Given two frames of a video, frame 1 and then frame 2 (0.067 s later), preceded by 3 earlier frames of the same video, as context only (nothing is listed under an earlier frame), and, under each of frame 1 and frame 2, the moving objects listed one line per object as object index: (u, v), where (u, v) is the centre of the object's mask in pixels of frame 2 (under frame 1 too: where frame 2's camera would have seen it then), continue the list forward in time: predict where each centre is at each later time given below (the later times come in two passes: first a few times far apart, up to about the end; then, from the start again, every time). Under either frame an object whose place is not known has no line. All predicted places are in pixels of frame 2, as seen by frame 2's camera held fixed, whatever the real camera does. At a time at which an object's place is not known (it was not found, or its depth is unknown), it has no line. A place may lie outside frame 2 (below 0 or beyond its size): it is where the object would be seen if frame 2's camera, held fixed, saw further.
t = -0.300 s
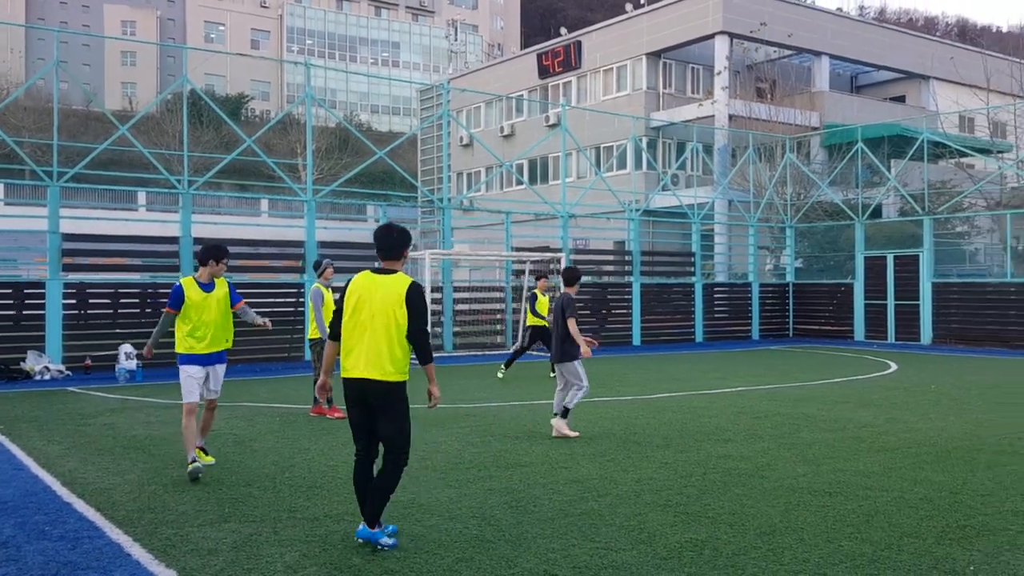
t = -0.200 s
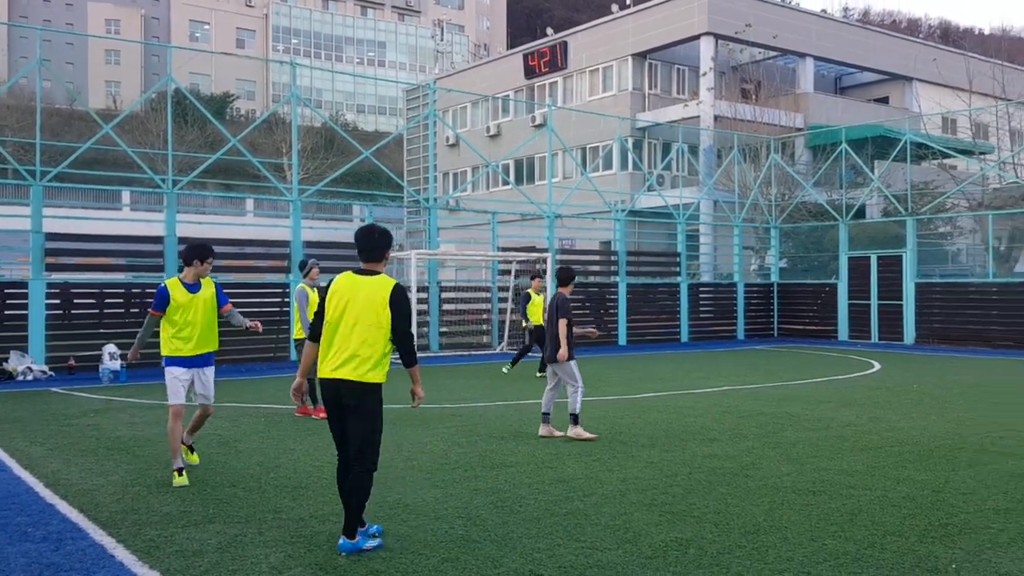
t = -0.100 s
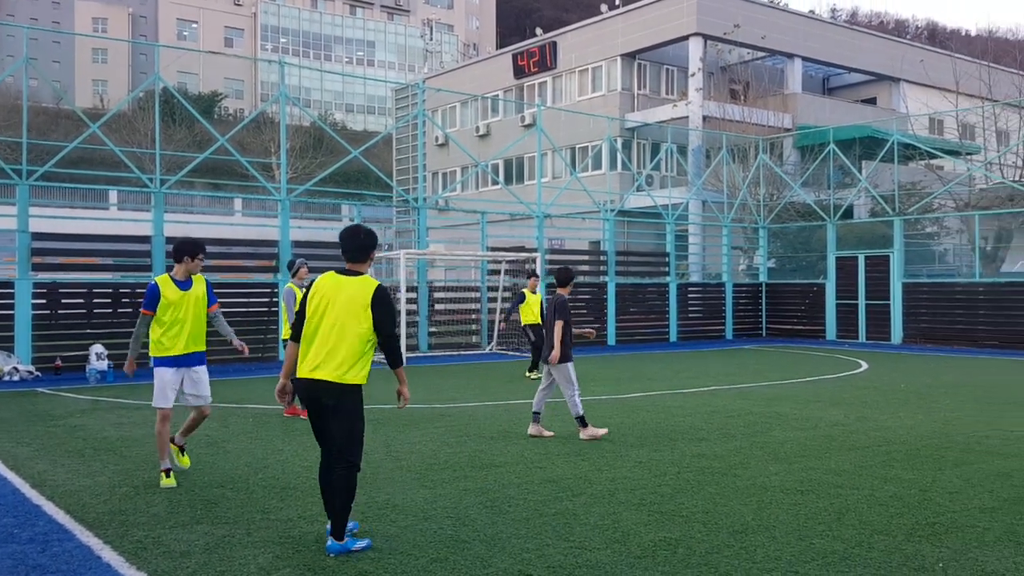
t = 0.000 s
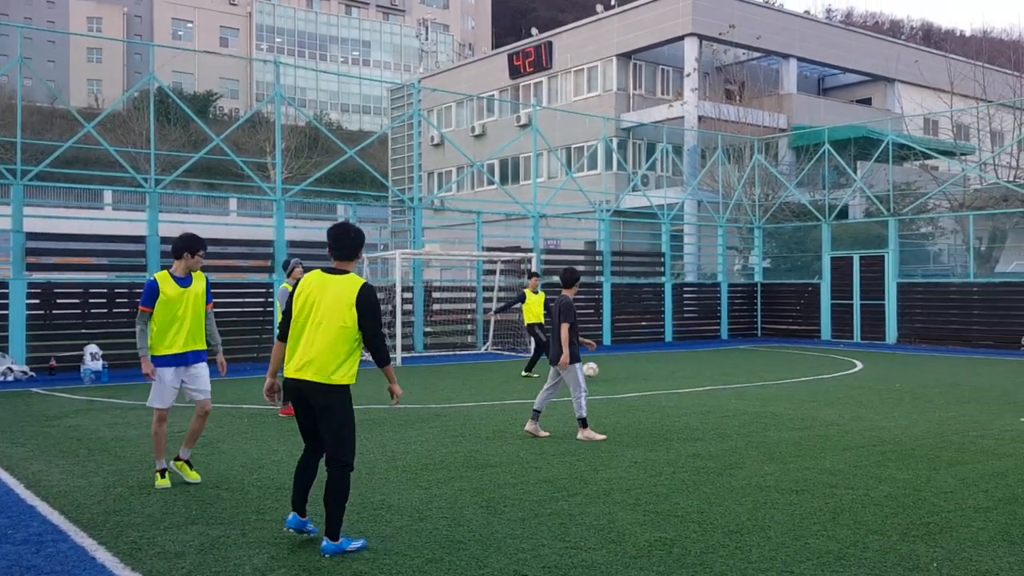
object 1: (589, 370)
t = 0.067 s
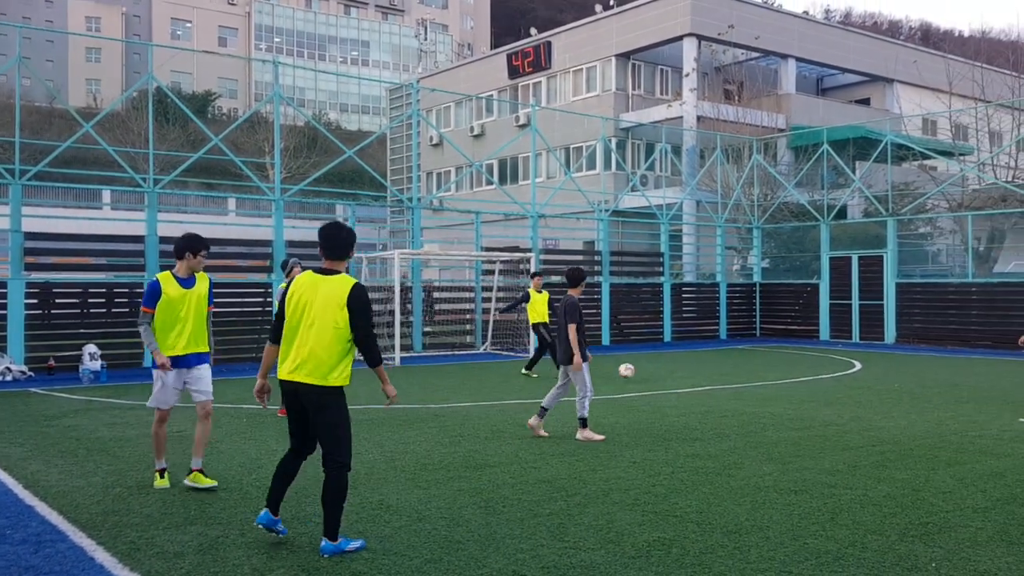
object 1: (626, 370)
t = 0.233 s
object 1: (717, 375)
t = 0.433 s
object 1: (817, 380)
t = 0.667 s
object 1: (918, 382)
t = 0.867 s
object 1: (996, 387)
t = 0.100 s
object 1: (645, 372)
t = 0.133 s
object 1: (664, 375)
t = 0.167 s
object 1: (683, 377)
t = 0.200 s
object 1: (700, 376)
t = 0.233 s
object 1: (717, 375)
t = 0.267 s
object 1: (734, 375)
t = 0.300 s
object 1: (751, 376)
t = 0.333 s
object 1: (768, 378)
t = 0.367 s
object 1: (786, 380)
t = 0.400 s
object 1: (802, 381)
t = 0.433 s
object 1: (817, 380)
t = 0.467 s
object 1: (832, 378)
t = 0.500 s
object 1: (847, 379)
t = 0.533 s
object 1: (862, 380)
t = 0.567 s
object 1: (877, 382)
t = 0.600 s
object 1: (892, 385)
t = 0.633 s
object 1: (905, 383)
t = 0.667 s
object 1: (918, 382)
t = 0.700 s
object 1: (931, 383)
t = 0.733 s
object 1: (944, 384)
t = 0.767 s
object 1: (957, 386)
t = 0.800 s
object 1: (969, 386)
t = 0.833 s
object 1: (983, 386)
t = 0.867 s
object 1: (996, 387)
